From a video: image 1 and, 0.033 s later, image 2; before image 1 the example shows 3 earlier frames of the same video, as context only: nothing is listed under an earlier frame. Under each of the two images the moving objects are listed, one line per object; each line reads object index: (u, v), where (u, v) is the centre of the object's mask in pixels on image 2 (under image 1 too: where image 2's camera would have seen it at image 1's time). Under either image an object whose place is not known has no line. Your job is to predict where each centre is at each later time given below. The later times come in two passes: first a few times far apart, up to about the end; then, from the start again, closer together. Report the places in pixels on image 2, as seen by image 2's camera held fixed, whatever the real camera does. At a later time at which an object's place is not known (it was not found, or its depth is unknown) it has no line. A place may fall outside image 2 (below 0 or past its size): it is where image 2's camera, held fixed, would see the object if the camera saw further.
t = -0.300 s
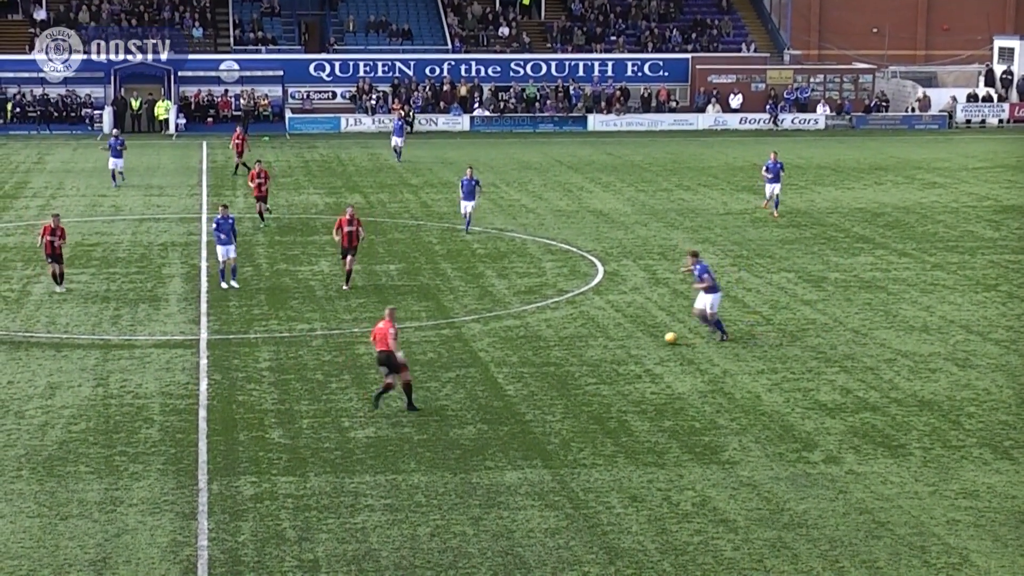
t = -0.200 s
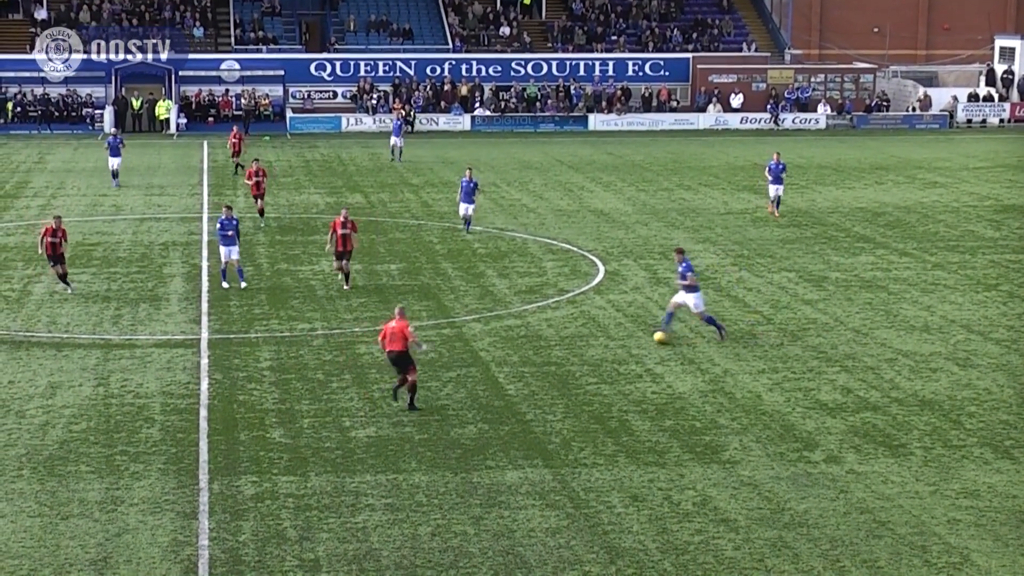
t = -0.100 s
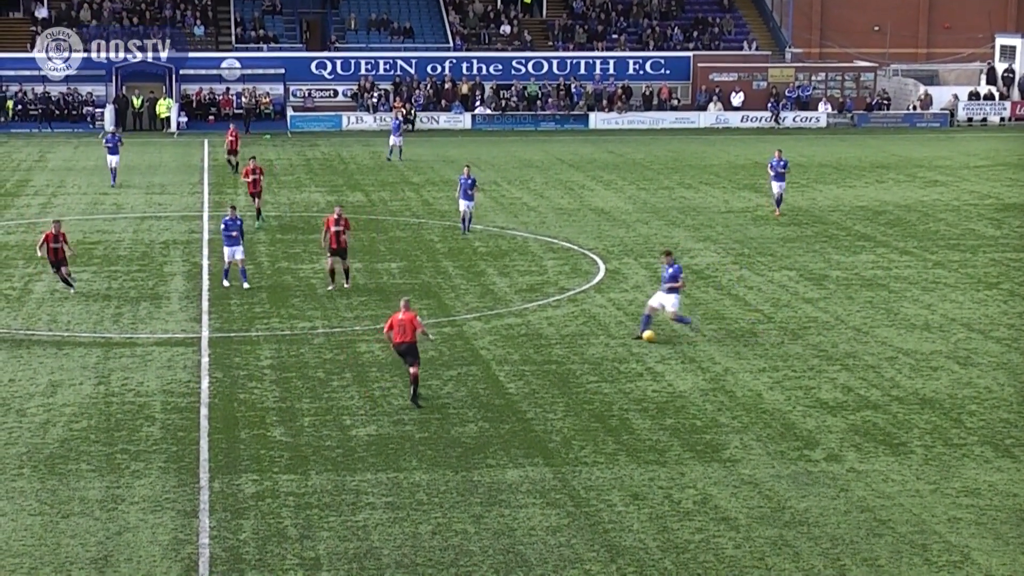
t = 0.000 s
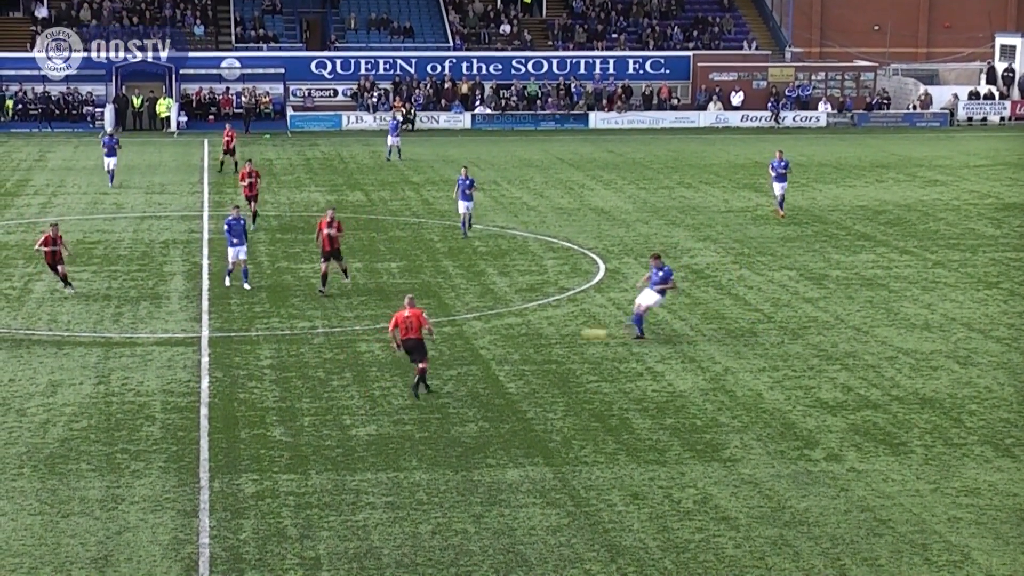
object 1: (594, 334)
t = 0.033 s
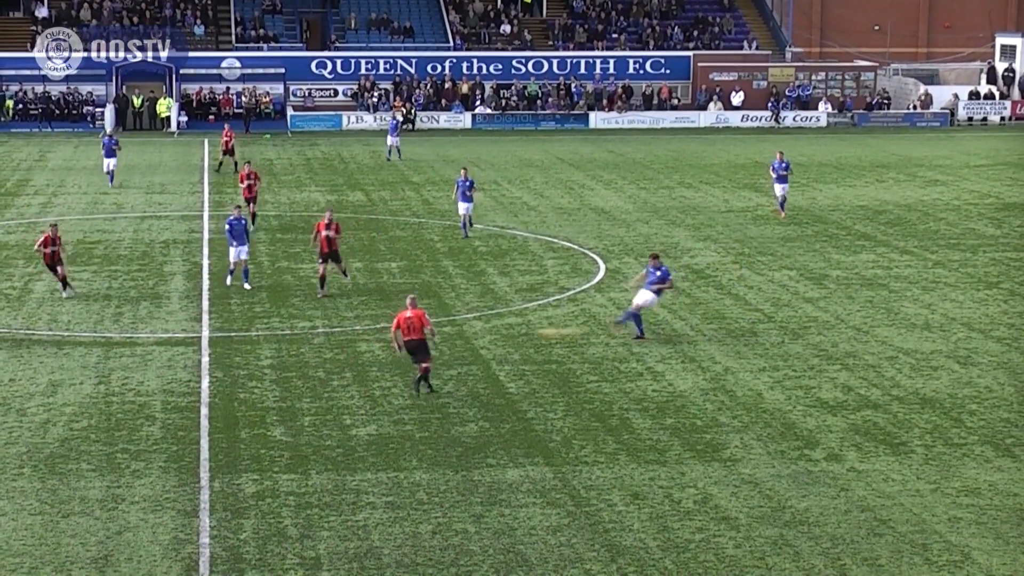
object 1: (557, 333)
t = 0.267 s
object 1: (298, 342)
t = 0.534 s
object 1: (33, 350)
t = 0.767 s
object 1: (-128, 357)
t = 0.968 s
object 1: (-272, 361)
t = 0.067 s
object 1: (523, 335)
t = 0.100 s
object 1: (476, 336)
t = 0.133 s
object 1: (451, 337)
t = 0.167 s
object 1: (397, 342)
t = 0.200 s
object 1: (362, 342)
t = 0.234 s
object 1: (332, 342)
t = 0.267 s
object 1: (298, 342)
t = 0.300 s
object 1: (257, 343)
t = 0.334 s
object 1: (225, 343)
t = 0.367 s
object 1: (191, 347)
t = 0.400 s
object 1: (158, 349)
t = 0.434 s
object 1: (125, 348)
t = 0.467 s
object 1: (103, 347)
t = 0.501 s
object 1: (69, 349)
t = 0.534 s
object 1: (33, 350)
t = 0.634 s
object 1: (-48, 353)
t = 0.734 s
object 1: (-121, 356)
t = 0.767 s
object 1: (-128, 357)
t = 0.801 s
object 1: (-160, 357)
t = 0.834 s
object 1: (-191, 357)
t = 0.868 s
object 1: (-203, 357)
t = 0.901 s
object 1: (-231, 358)
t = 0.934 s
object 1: (-258, 361)
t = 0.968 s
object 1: (-272, 361)
